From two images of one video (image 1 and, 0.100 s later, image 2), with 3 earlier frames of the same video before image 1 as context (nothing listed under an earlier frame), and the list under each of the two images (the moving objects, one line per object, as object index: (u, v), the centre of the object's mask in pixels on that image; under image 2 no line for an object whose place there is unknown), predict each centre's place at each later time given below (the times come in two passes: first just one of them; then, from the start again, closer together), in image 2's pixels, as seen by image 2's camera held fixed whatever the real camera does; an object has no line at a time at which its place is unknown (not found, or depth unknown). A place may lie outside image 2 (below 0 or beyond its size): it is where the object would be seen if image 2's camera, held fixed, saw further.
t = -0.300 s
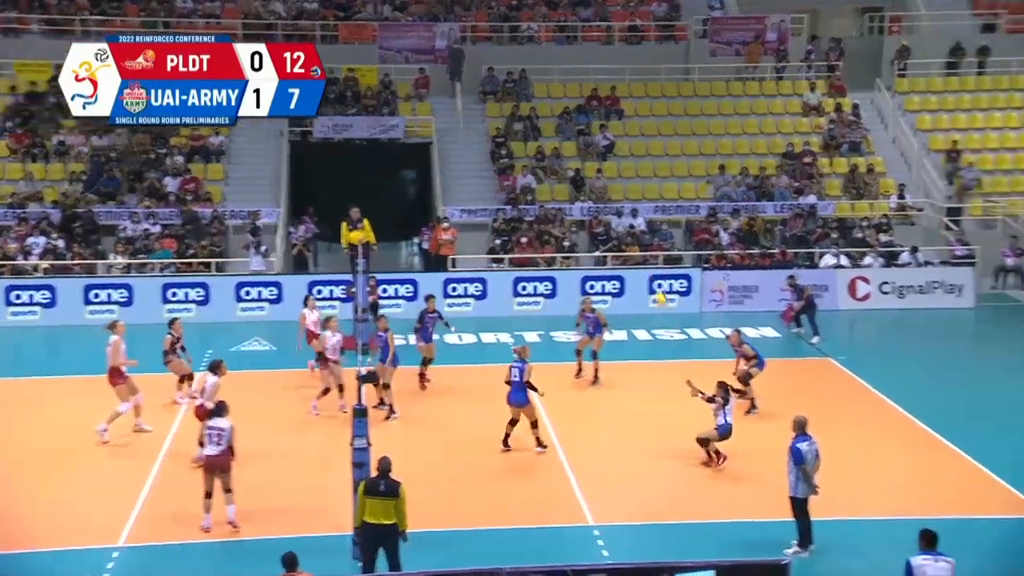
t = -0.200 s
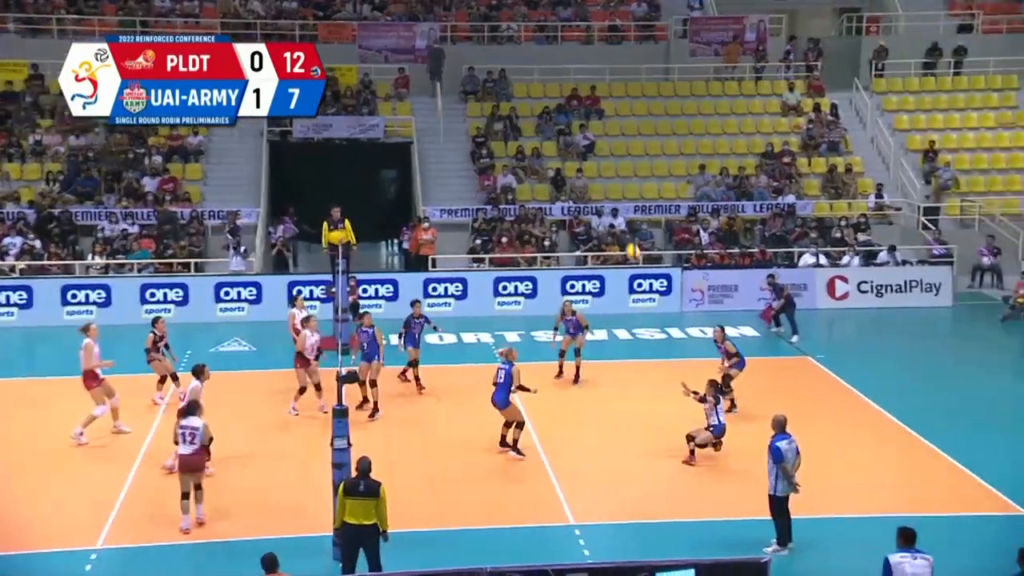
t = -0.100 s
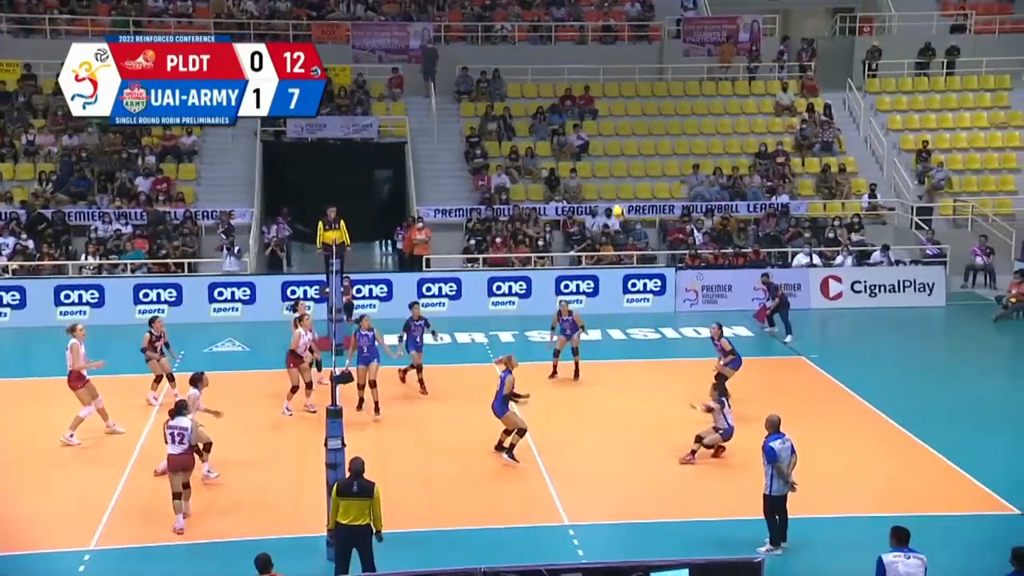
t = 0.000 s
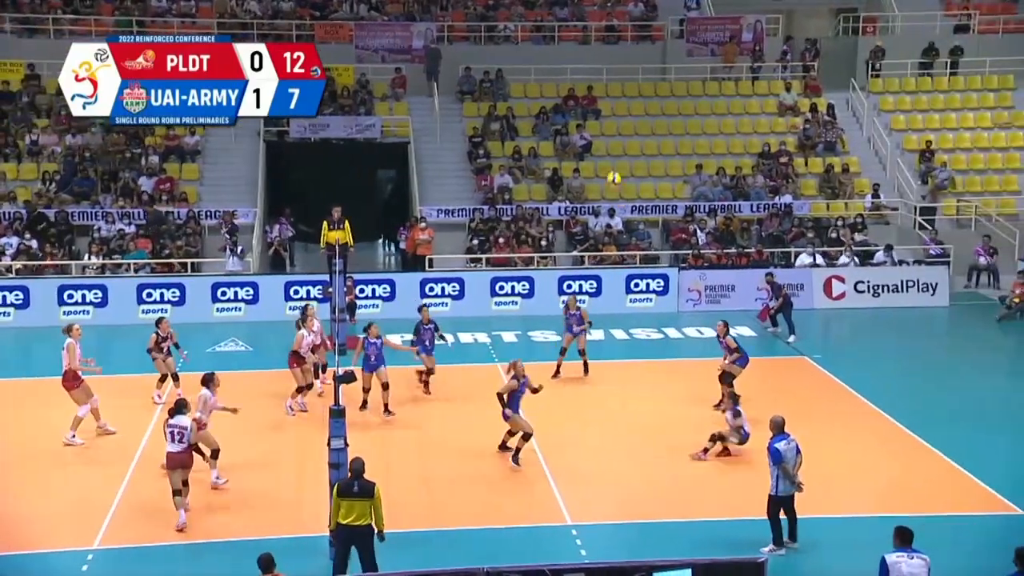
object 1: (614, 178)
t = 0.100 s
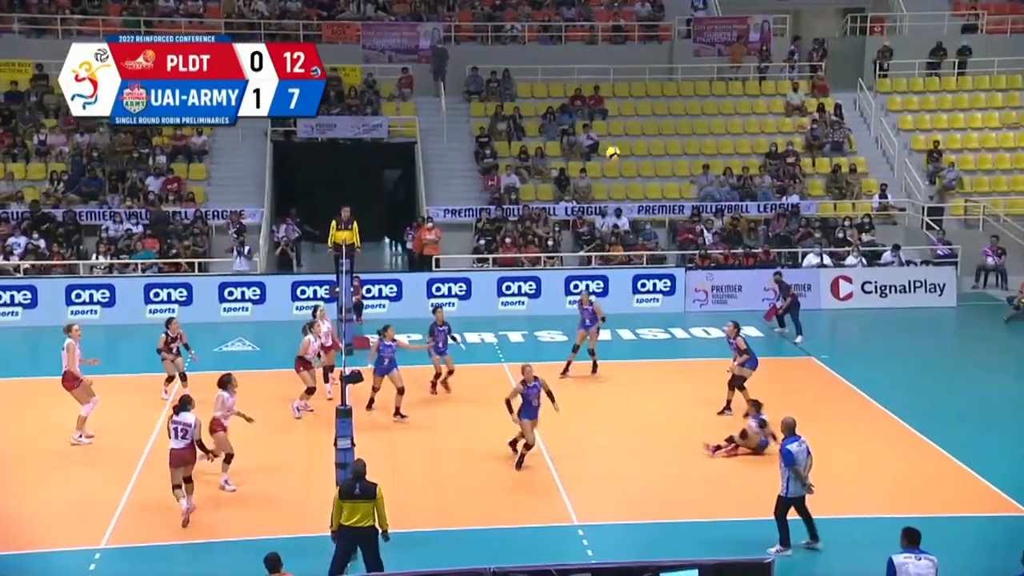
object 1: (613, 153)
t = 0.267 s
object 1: (601, 125)
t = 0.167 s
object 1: (608, 139)
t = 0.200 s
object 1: (605, 133)
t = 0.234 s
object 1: (603, 129)
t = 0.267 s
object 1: (601, 125)
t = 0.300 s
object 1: (598, 121)
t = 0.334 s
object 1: (596, 118)
